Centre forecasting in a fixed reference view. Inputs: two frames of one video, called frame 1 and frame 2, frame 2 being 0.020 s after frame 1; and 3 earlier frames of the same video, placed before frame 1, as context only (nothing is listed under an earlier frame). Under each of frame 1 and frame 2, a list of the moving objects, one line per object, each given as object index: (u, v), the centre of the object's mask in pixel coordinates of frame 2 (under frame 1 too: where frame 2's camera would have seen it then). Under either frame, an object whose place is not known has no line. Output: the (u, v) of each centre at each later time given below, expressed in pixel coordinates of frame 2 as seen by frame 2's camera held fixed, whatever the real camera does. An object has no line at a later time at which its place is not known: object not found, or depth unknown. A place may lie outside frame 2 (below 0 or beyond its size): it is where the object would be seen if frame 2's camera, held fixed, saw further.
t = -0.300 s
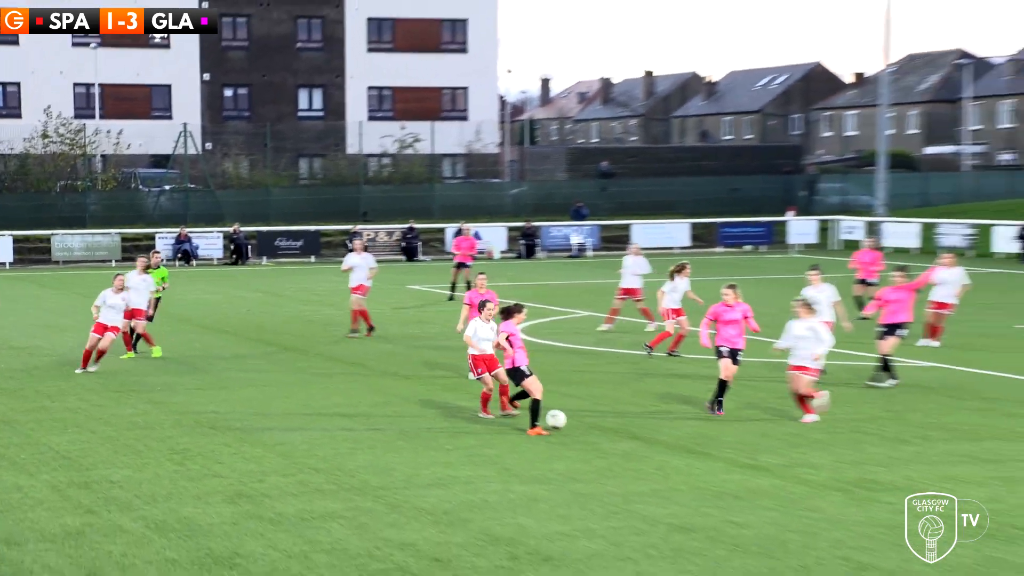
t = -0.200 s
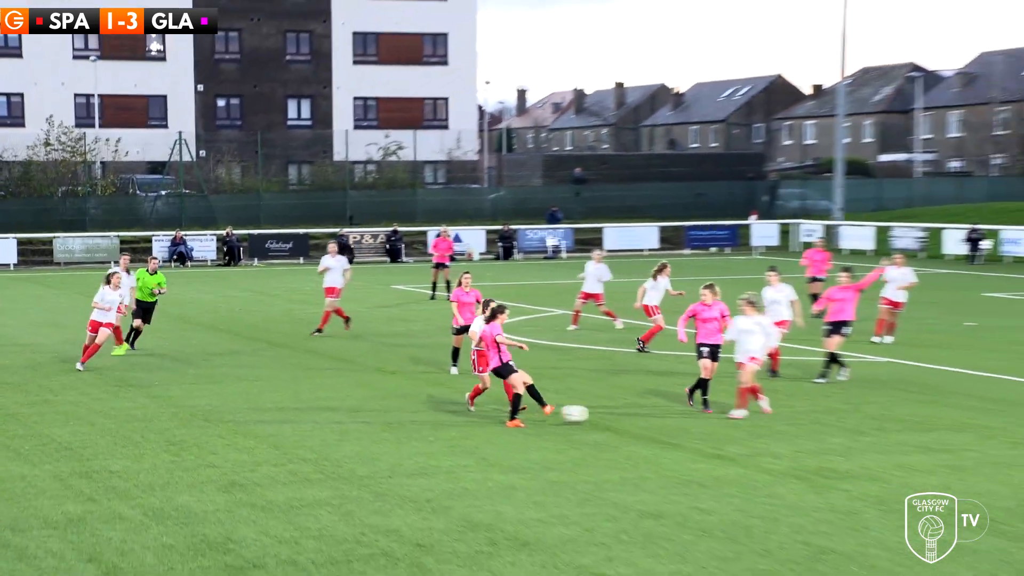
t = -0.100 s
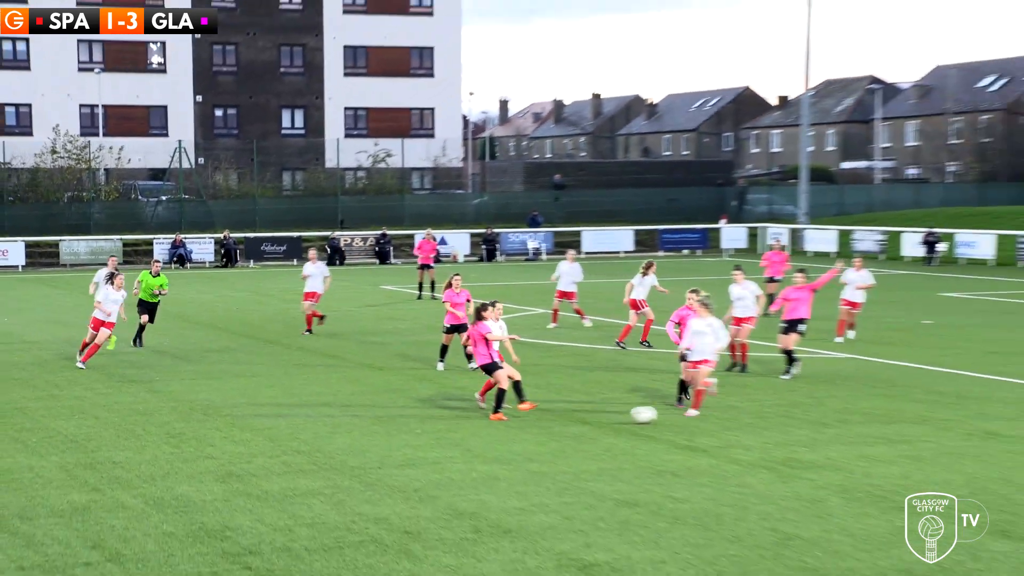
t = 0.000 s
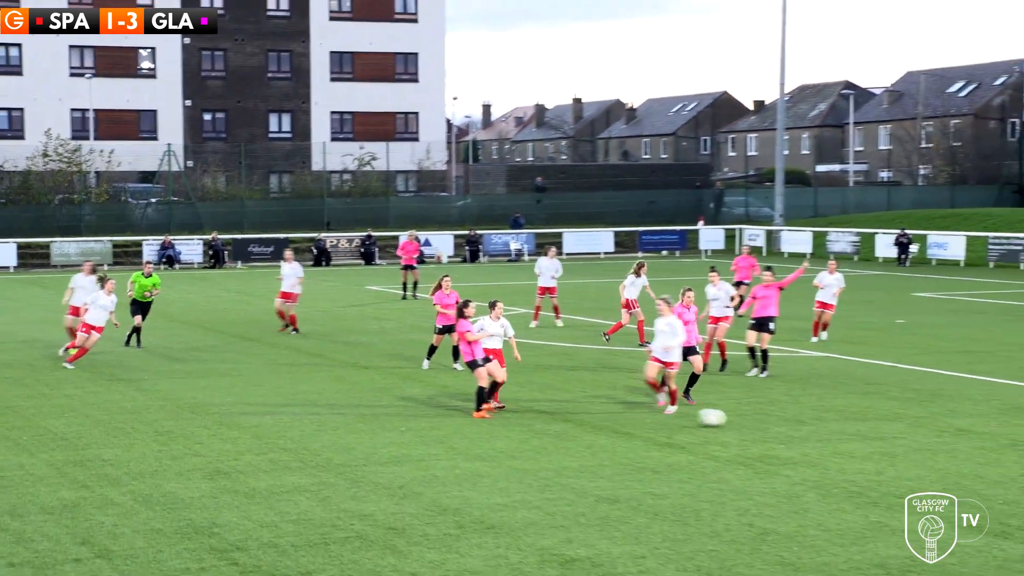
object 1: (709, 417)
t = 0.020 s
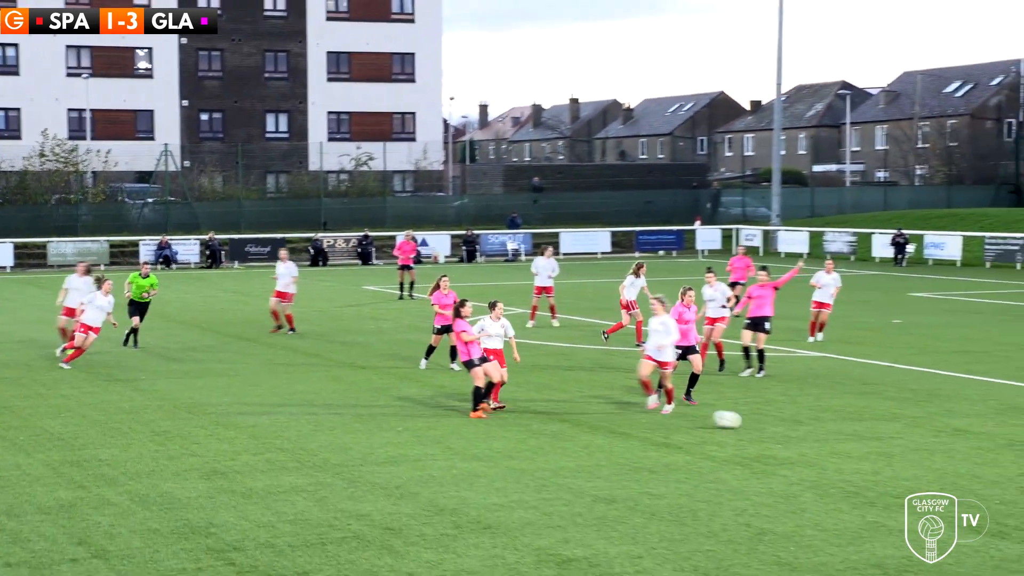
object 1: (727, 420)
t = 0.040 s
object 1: (745, 421)
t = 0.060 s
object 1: (762, 422)
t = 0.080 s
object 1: (779, 422)
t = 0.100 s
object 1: (797, 422)
